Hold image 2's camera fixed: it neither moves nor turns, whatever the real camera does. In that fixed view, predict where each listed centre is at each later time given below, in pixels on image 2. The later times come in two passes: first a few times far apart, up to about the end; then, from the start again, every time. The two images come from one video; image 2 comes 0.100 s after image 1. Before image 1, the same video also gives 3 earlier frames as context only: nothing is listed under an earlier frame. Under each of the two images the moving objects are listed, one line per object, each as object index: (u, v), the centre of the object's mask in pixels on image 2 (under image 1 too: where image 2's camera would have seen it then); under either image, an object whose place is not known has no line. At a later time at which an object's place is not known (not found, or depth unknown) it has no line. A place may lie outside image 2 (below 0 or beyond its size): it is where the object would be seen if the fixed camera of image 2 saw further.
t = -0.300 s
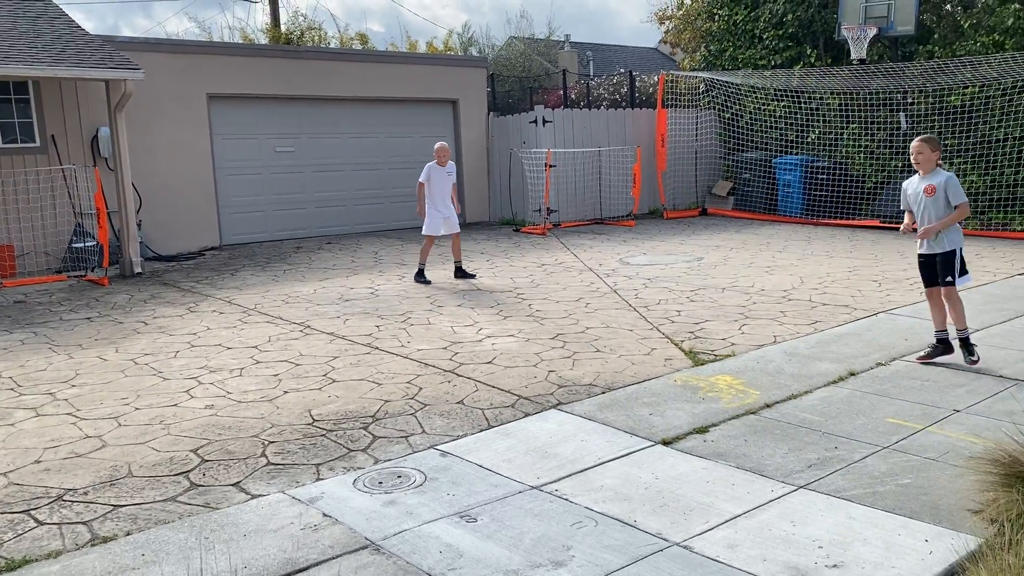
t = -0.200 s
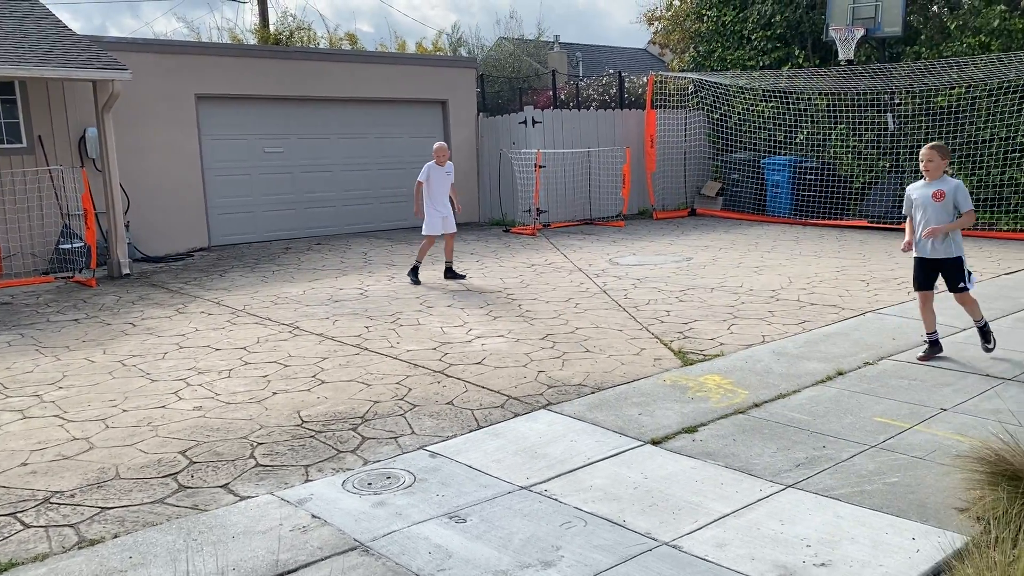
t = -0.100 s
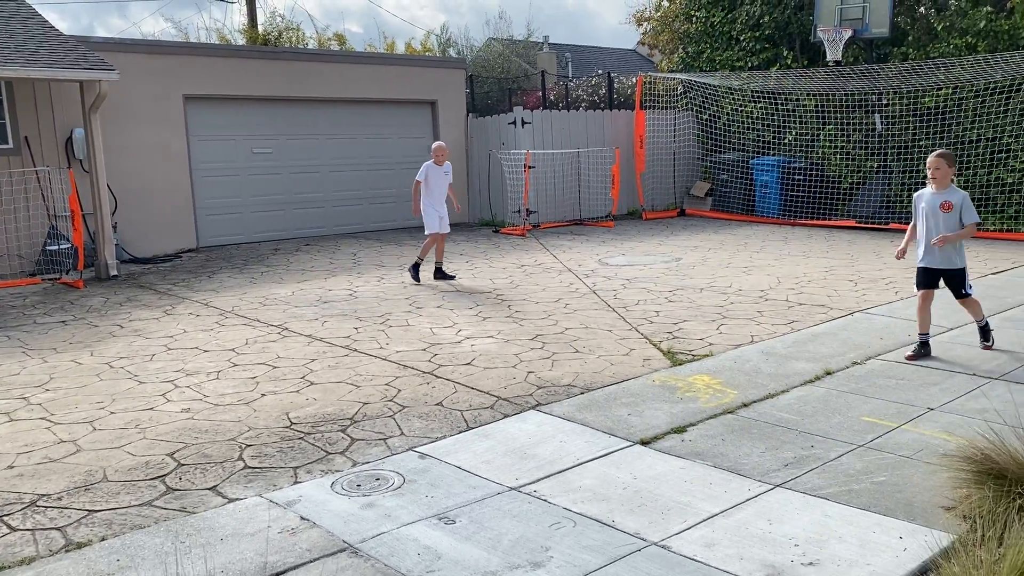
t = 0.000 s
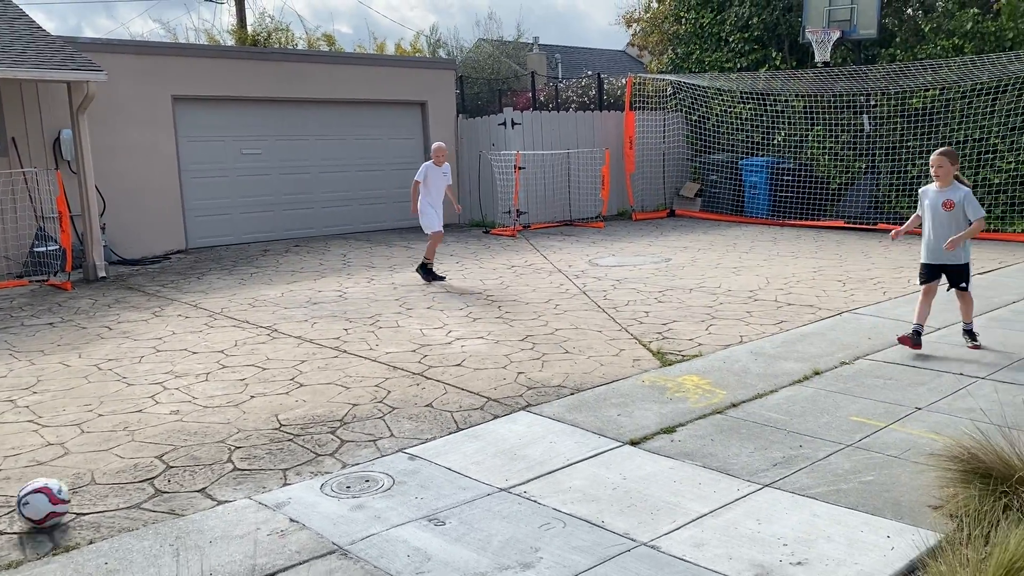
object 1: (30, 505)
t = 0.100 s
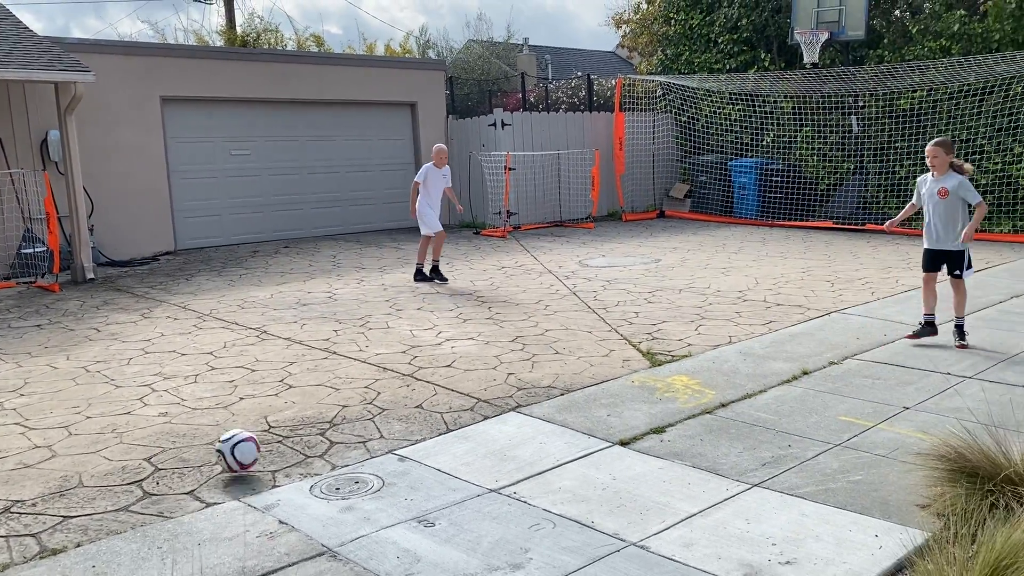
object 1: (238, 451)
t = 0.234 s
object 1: (422, 405)
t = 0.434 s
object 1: (596, 358)
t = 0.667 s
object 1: (744, 325)
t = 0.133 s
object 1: (295, 440)
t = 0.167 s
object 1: (342, 426)
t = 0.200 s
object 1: (383, 414)
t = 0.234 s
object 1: (422, 405)
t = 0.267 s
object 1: (457, 396)
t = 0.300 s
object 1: (488, 387)
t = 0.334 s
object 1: (517, 380)
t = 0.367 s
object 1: (545, 373)
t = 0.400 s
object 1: (572, 364)
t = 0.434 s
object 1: (596, 358)
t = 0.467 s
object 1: (621, 354)
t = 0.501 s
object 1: (643, 348)
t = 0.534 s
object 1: (664, 344)
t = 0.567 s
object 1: (687, 339)
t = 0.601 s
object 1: (706, 335)
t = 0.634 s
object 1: (726, 329)
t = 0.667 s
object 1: (744, 325)
